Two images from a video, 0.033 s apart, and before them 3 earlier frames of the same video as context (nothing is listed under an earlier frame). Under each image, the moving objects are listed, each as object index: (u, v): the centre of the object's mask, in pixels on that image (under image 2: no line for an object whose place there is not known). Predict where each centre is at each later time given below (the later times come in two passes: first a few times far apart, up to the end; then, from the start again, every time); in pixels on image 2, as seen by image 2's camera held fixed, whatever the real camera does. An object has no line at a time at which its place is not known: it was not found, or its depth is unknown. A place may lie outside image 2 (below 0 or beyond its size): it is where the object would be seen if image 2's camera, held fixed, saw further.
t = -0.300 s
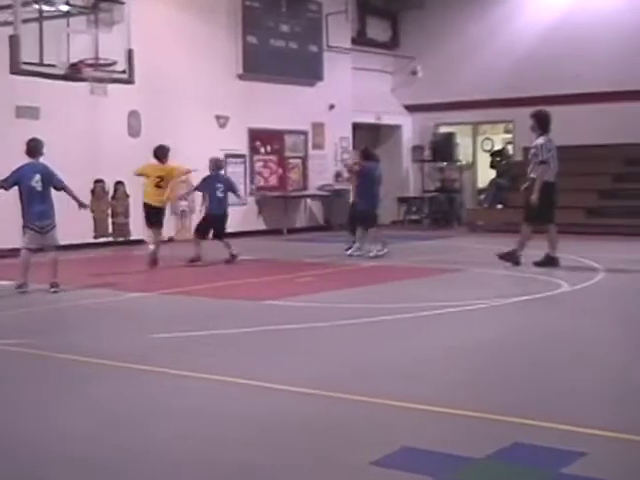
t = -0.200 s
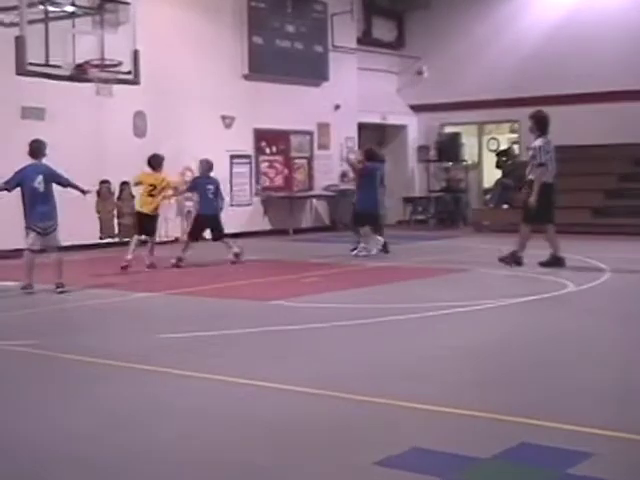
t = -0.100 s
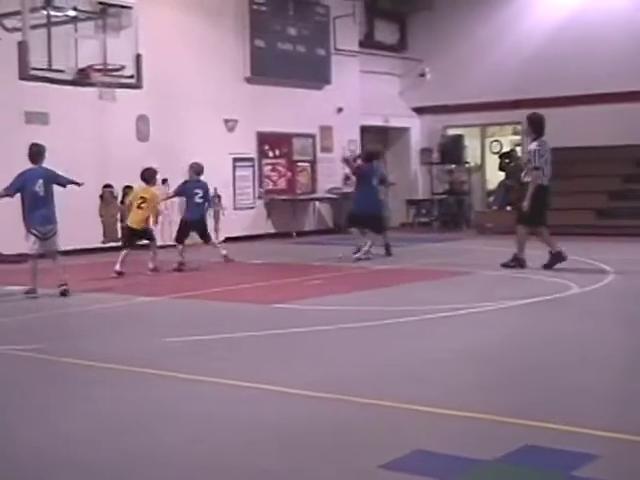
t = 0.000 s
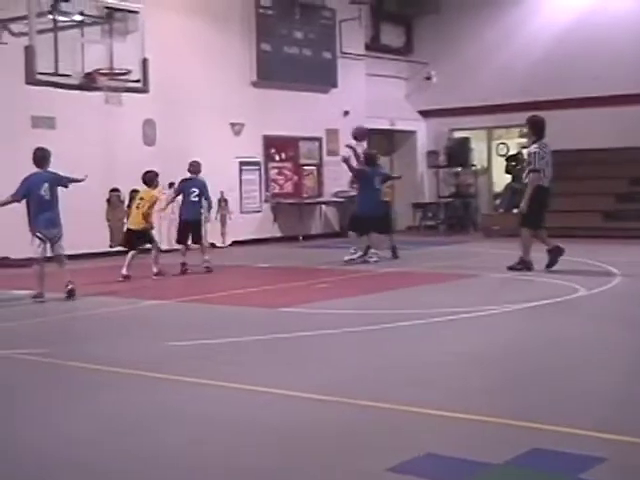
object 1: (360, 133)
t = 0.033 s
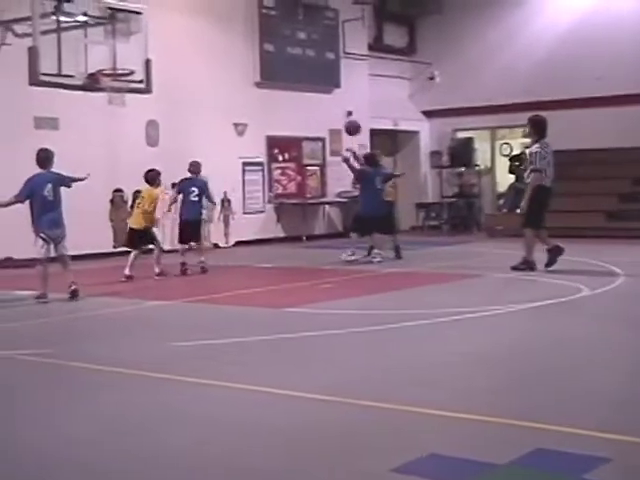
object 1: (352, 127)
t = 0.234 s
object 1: (287, 103)
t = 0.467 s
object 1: (203, 114)
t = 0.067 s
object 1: (342, 121)
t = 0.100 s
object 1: (332, 116)
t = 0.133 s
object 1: (321, 111)
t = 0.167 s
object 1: (311, 107)
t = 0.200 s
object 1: (299, 105)
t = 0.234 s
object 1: (287, 103)
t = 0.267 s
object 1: (276, 102)
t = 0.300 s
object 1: (265, 101)
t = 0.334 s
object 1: (253, 102)
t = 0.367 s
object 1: (242, 103)
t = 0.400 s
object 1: (229, 107)
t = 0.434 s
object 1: (216, 109)
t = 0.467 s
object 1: (203, 114)
